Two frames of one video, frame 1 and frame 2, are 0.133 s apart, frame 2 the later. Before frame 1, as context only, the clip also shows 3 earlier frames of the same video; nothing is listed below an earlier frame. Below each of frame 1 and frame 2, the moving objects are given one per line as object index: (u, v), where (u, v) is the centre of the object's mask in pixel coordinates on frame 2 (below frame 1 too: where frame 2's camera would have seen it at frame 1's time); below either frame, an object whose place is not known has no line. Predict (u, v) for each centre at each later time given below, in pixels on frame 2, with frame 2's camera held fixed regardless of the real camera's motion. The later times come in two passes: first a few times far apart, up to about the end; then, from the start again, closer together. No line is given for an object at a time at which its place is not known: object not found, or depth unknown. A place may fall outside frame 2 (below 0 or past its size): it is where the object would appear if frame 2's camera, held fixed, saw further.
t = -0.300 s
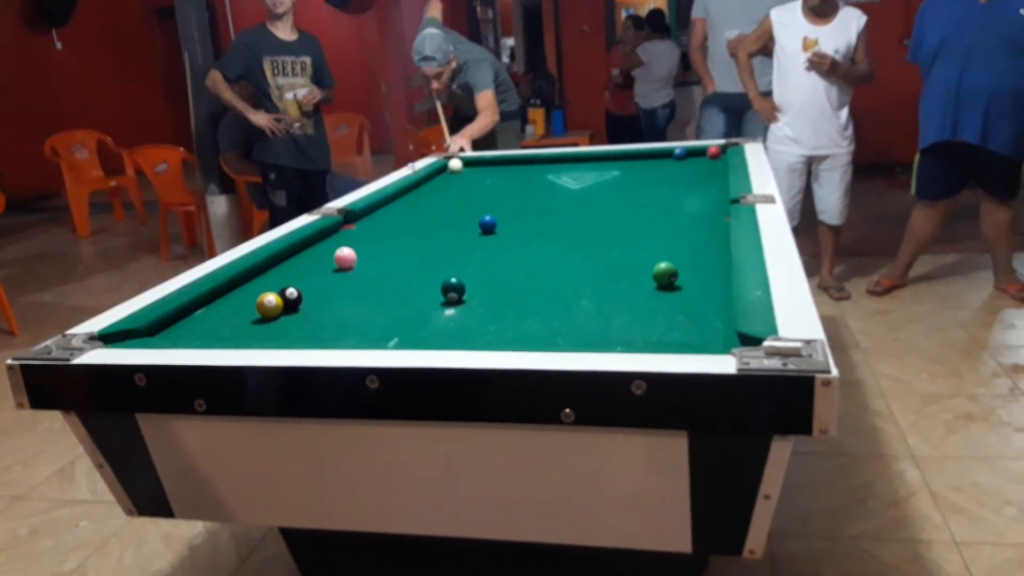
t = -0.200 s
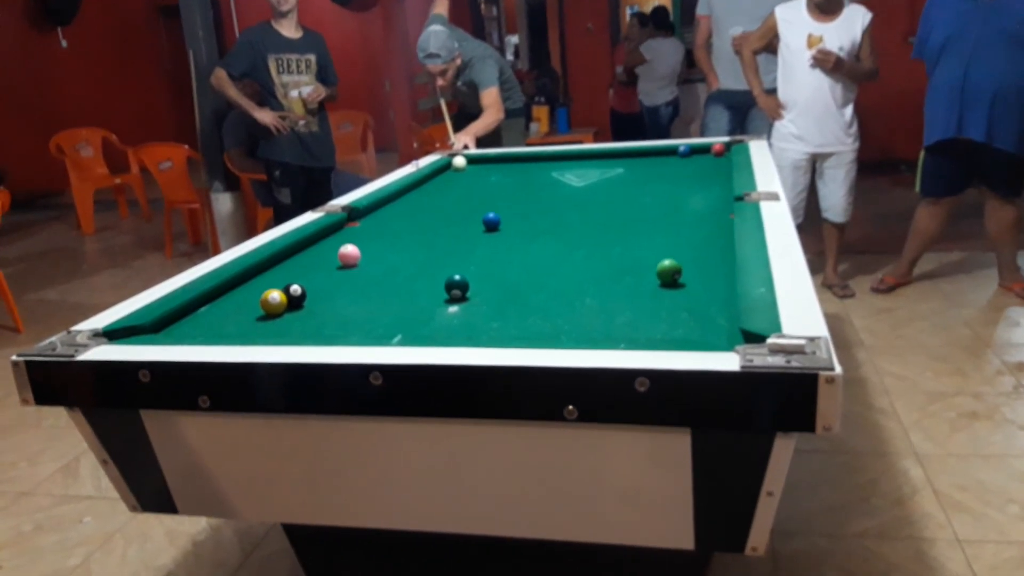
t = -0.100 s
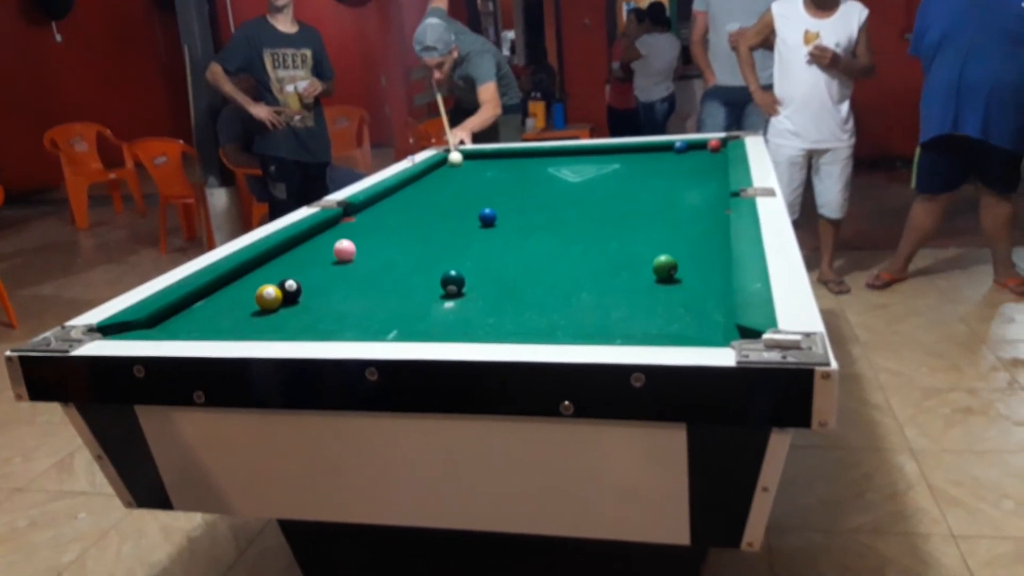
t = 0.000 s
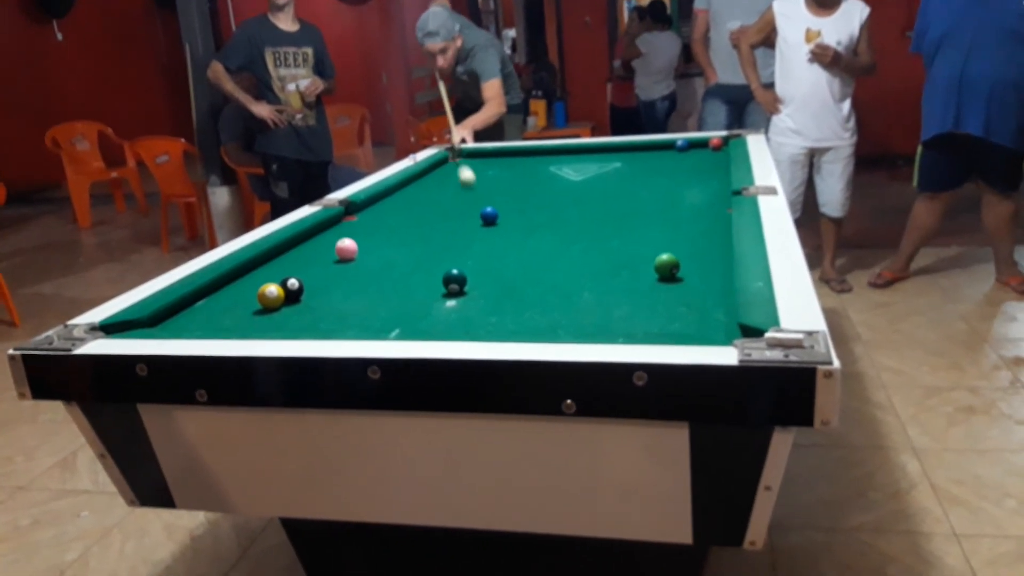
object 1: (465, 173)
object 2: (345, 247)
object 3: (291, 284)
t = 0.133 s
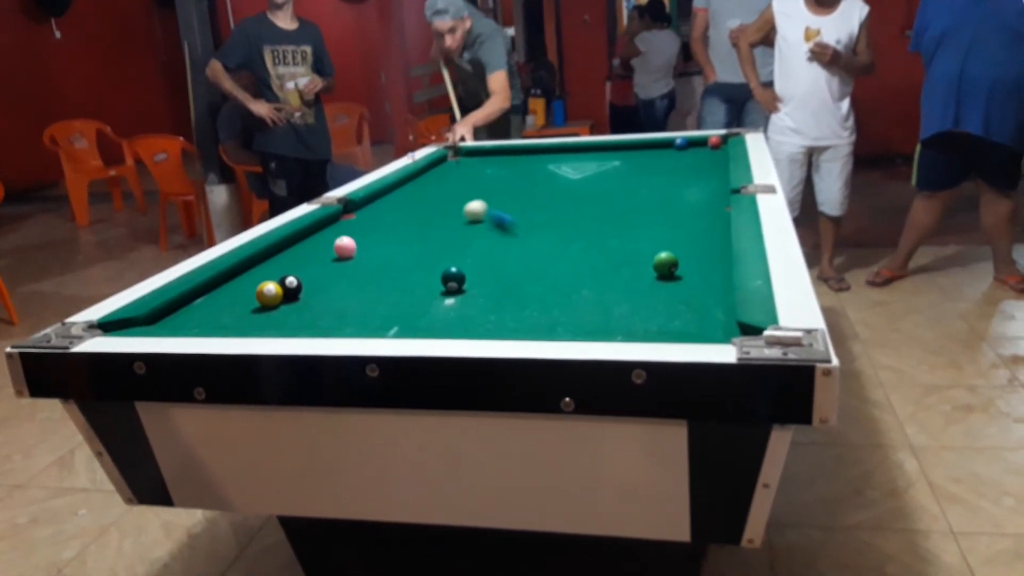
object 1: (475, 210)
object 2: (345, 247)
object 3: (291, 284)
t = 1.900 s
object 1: (278, 256)
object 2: (260, 284)
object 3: (302, 288)
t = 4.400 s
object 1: (296, 258)
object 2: (259, 287)
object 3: (323, 287)
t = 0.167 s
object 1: (466, 215)
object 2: (345, 247)
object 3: (291, 284)
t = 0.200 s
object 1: (457, 218)
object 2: (345, 247)
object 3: (291, 284)
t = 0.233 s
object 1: (448, 222)
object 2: (345, 247)
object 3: (291, 284)
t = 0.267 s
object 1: (438, 225)
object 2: (345, 247)
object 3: (291, 284)
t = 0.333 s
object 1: (420, 230)
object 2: (345, 247)
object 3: (291, 284)
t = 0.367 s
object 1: (411, 233)
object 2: (345, 247)
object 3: (291, 284)
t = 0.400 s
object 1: (403, 235)
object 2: (345, 247)
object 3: (291, 284)
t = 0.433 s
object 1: (395, 236)
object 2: (345, 247)
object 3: (291, 284)
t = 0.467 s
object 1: (386, 238)
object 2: (345, 247)
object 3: (291, 284)
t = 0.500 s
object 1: (378, 239)
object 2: (345, 247)
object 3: (291, 284)
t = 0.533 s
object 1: (370, 241)
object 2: (345, 247)
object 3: (291, 284)
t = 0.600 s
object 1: (361, 243)
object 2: (333, 249)
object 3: (291, 284)
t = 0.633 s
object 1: (358, 243)
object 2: (326, 251)
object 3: (291, 284)
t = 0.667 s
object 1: (354, 243)
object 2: (320, 252)
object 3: (291, 284)
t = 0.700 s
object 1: (351, 244)
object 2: (313, 254)
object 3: (291, 285)
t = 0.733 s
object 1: (347, 244)
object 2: (307, 255)
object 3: (291, 285)
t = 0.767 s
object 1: (344, 245)
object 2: (300, 256)
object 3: (291, 285)
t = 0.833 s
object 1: (337, 246)
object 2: (287, 259)
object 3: (291, 285)
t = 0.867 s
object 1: (334, 246)
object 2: (281, 261)
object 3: (291, 284)
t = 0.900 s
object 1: (331, 246)
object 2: (274, 262)
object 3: (291, 285)
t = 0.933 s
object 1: (328, 247)
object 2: (268, 264)
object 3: (291, 285)
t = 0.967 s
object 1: (324, 247)
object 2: (261, 265)
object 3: (291, 285)
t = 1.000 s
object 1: (321, 248)
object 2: (254, 267)
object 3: (291, 285)
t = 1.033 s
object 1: (318, 248)
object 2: (248, 268)
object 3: (291, 284)
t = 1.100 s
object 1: (312, 249)
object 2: (241, 271)
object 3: (291, 284)
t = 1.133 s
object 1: (309, 249)
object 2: (243, 272)
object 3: (291, 284)
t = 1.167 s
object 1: (305, 250)
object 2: (244, 273)
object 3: (291, 284)
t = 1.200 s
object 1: (303, 250)
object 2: (246, 274)
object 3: (291, 285)
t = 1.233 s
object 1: (300, 251)
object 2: (247, 275)
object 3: (291, 285)
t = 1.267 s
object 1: (297, 251)
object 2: (249, 276)
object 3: (291, 284)
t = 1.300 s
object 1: (294, 251)
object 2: (250, 276)
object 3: (291, 284)
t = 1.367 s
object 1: (288, 252)
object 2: (252, 277)
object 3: (291, 284)
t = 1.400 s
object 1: (285, 252)
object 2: (253, 278)
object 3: (291, 284)
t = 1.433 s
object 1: (282, 253)
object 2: (254, 278)
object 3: (291, 284)
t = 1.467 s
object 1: (280, 253)
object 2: (256, 279)
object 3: (291, 285)
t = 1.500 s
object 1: (277, 254)
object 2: (258, 279)
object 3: (291, 285)
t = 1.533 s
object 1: (275, 254)
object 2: (259, 279)
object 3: (292, 285)
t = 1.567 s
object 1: (272, 254)
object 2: (261, 280)
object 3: (292, 285)
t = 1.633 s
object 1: (270, 255)
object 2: (264, 280)
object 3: (292, 285)
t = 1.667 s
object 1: (271, 255)
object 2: (264, 280)
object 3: (292, 285)
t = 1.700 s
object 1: (272, 255)
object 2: (264, 281)
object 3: (293, 285)
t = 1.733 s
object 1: (273, 255)
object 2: (263, 282)
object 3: (295, 286)
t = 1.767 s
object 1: (274, 255)
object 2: (262, 282)
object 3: (296, 287)
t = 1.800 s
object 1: (275, 255)
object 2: (261, 283)
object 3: (298, 288)
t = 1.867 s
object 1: (277, 256)
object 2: (260, 284)
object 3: (301, 288)
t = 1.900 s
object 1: (278, 256)
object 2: (260, 284)
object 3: (302, 288)
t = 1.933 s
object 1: (279, 256)
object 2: (260, 284)
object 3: (304, 288)
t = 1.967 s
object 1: (280, 256)
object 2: (259, 284)
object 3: (305, 288)
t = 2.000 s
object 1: (281, 257)
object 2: (259, 285)
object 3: (307, 288)
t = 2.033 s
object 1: (282, 257)
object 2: (259, 285)
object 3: (308, 288)
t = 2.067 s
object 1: (283, 257)
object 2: (259, 285)
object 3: (309, 288)
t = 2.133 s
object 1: (285, 257)
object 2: (259, 285)
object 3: (312, 288)
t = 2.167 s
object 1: (286, 257)
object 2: (259, 285)
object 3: (313, 287)
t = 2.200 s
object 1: (286, 257)
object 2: (259, 285)
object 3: (314, 288)
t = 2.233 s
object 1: (287, 257)
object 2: (259, 285)
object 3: (315, 288)
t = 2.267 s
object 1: (288, 257)
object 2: (258, 285)
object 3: (316, 288)
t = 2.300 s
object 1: (288, 257)
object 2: (259, 286)
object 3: (317, 287)
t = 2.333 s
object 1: (289, 257)
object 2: (259, 286)
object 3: (318, 287)
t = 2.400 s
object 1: (291, 258)
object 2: (259, 286)
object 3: (320, 287)
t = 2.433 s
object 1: (291, 258)
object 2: (259, 286)
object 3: (320, 287)
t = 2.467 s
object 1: (292, 258)
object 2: (259, 286)
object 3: (321, 287)
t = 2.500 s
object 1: (292, 258)
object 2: (259, 286)
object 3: (321, 287)
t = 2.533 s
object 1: (293, 258)
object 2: (259, 286)
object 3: (322, 287)
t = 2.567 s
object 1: (293, 258)
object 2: (259, 286)
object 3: (323, 287)
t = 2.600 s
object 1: (294, 258)
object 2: (260, 286)
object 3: (324, 287)
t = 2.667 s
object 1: (295, 258)
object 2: (260, 287)
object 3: (325, 287)
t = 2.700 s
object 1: (295, 258)
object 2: (259, 286)
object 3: (325, 287)
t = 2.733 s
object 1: (295, 258)
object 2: (259, 286)
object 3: (325, 287)
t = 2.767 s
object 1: (295, 258)
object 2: (259, 286)
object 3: (325, 287)
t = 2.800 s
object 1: (296, 258)
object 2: (259, 286)
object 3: (325, 287)
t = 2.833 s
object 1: (296, 257)
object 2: (260, 285)
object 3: (325, 286)
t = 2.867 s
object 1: (297, 257)
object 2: (260, 285)
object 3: (325, 286)
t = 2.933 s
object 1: (297, 257)
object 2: (260, 285)
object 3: (325, 286)
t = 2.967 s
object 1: (296, 257)
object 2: (260, 285)
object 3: (324, 286)
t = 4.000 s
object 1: (296, 259)
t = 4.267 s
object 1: (296, 258)
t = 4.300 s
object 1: (296, 258)
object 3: (323, 286)
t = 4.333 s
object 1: (296, 258)
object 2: (259, 287)
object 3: (323, 287)
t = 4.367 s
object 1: (296, 258)
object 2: (259, 287)
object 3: (323, 287)
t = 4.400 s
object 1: (296, 258)
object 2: (259, 287)
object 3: (323, 287)
